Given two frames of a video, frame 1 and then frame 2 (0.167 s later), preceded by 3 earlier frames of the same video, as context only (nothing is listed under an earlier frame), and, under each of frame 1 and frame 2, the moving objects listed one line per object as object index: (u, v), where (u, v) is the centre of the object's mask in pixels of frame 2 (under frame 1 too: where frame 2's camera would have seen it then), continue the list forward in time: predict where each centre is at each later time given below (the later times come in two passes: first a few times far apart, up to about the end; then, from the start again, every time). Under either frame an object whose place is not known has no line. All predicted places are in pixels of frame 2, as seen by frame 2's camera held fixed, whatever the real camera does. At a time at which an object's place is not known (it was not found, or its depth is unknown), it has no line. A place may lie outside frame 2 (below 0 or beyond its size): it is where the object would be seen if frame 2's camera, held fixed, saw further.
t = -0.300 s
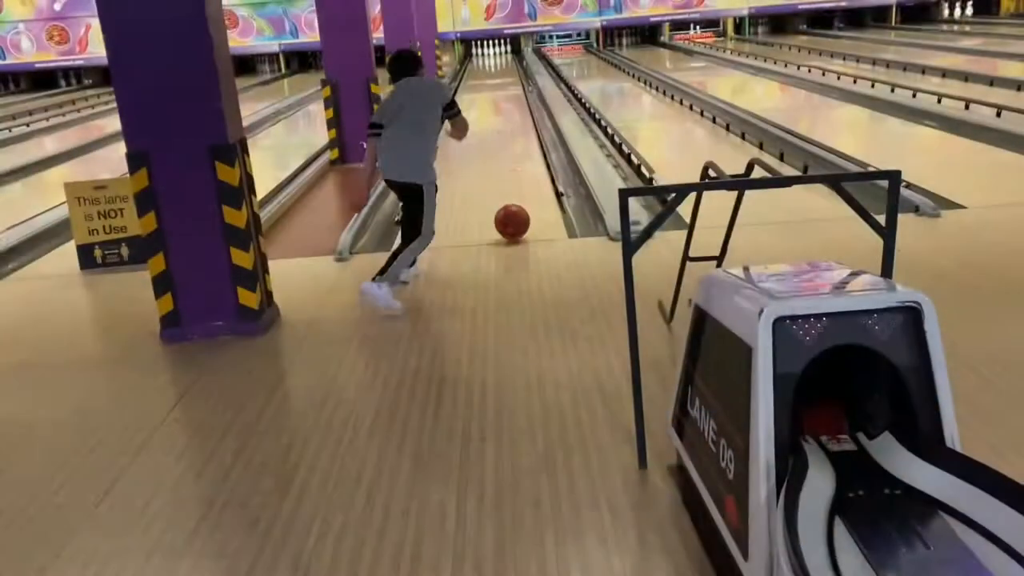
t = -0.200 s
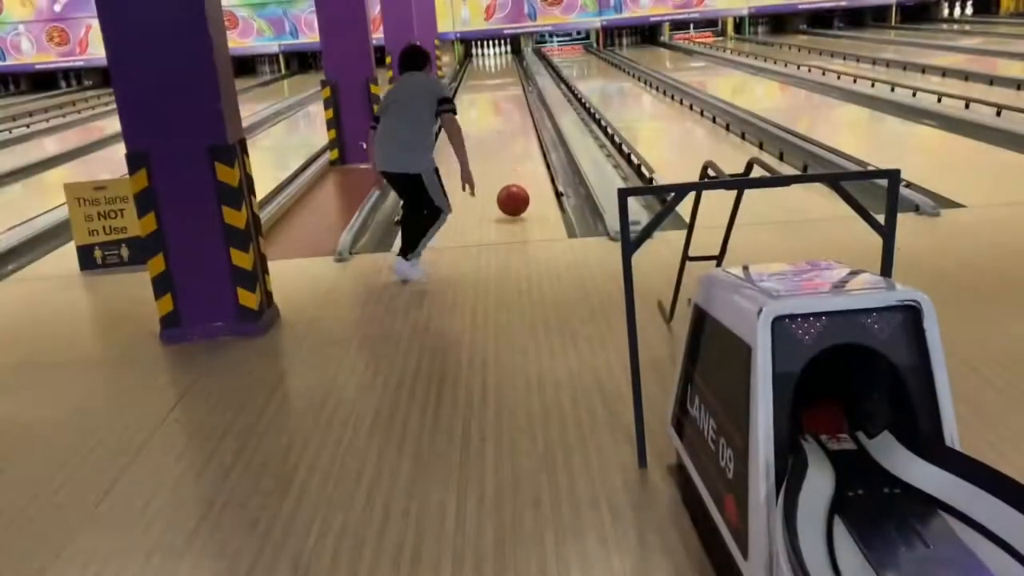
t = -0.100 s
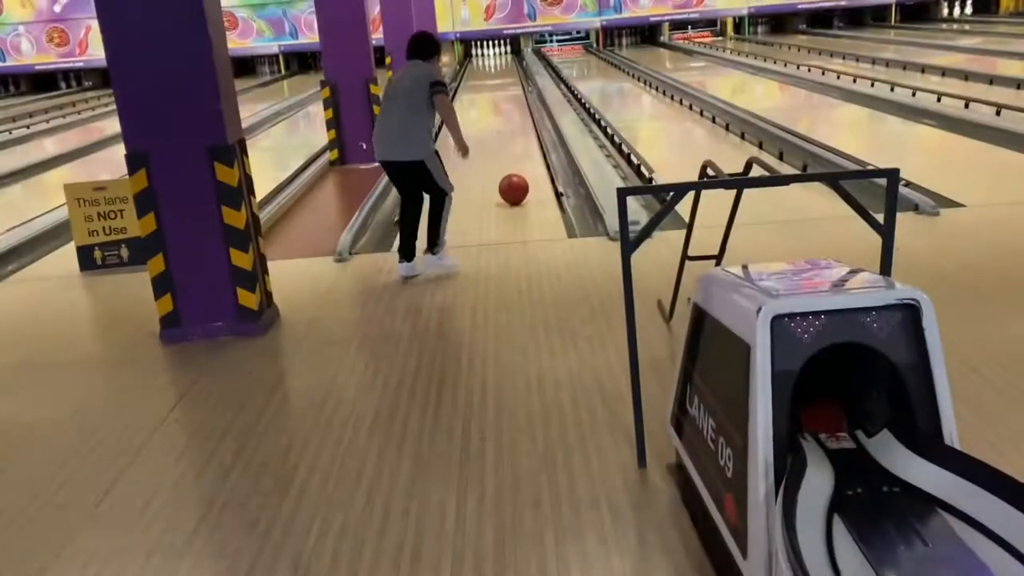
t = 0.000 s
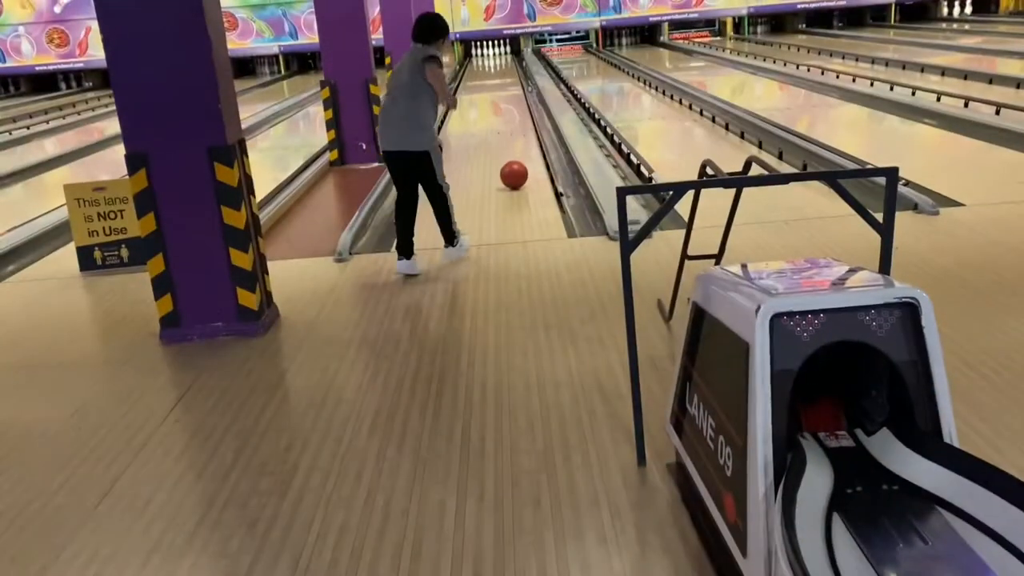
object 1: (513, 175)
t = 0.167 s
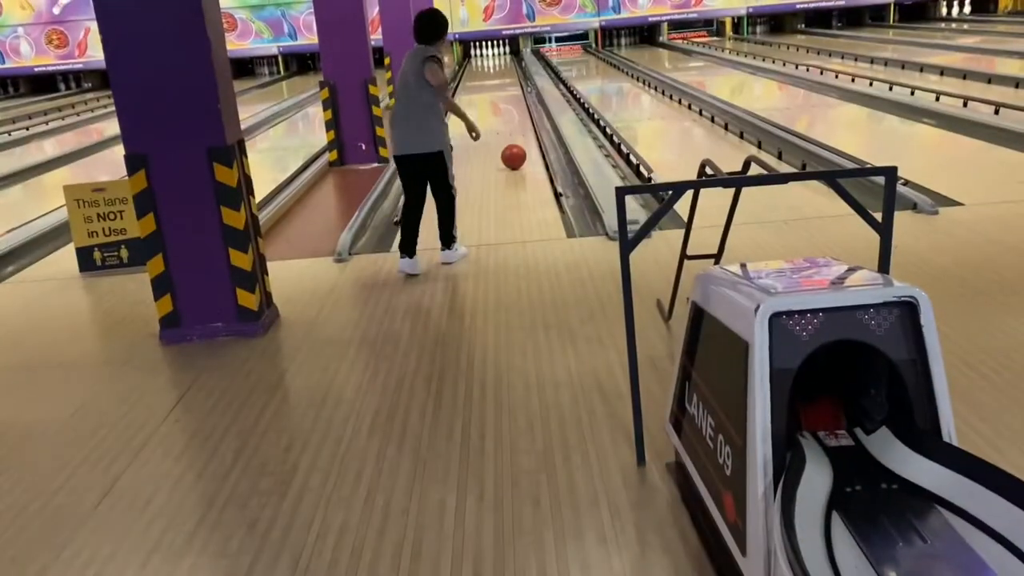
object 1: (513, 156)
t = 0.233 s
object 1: (513, 150)
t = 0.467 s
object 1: (513, 133)
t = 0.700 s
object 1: (512, 120)
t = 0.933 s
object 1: (510, 111)
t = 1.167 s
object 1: (510, 103)
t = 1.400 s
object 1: (509, 97)
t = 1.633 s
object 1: (508, 91)
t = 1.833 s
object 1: (508, 87)
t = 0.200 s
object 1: (513, 153)
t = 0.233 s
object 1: (513, 150)
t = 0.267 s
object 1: (513, 147)
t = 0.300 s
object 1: (513, 144)
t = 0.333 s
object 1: (513, 142)
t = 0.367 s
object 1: (513, 140)
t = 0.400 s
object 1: (513, 137)
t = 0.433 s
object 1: (513, 135)
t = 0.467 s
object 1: (513, 133)
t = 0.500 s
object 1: (513, 131)
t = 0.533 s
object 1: (512, 129)
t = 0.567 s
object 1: (512, 127)
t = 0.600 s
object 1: (512, 125)
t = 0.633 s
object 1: (512, 123)
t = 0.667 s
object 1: (512, 122)
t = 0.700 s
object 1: (512, 120)
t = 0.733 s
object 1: (511, 119)
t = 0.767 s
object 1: (511, 117)
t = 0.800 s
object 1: (511, 116)
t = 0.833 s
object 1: (511, 115)
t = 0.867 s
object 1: (511, 114)
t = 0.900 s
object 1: (511, 112)
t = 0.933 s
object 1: (510, 111)
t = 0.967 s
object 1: (510, 110)
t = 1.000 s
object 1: (510, 109)
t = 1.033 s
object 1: (510, 108)
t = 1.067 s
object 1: (510, 106)
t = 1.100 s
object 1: (510, 105)
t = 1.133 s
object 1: (510, 105)
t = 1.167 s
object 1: (510, 103)
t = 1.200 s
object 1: (510, 103)
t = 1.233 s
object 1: (509, 101)
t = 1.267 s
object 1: (509, 101)
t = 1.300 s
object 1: (509, 100)
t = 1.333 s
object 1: (509, 98)
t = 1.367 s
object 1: (509, 98)
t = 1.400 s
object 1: (509, 97)
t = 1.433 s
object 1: (509, 96)
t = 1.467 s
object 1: (509, 95)
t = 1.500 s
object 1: (509, 95)
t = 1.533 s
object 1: (509, 93)
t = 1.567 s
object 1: (509, 92)
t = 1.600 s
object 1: (509, 92)
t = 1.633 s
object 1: (508, 91)
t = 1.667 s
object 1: (508, 90)
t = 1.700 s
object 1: (508, 90)
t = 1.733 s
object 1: (508, 89)
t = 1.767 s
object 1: (508, 88)
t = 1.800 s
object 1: (508, 88)
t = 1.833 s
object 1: (508, 87)
